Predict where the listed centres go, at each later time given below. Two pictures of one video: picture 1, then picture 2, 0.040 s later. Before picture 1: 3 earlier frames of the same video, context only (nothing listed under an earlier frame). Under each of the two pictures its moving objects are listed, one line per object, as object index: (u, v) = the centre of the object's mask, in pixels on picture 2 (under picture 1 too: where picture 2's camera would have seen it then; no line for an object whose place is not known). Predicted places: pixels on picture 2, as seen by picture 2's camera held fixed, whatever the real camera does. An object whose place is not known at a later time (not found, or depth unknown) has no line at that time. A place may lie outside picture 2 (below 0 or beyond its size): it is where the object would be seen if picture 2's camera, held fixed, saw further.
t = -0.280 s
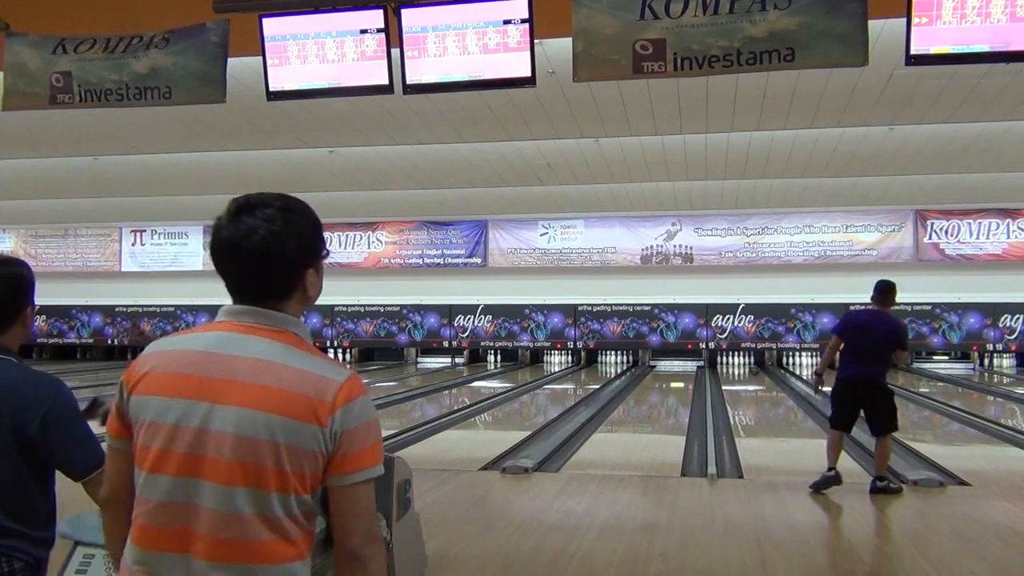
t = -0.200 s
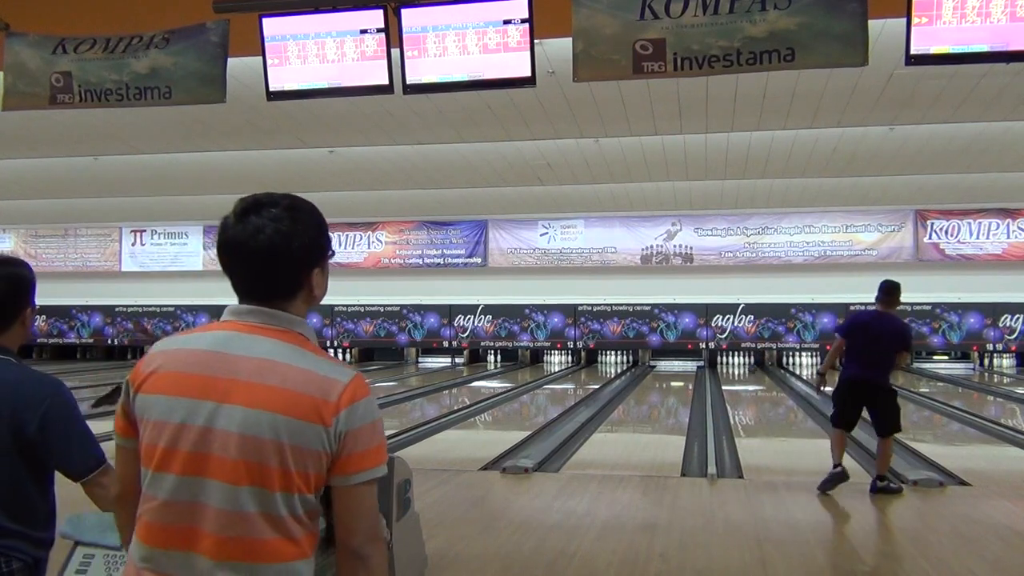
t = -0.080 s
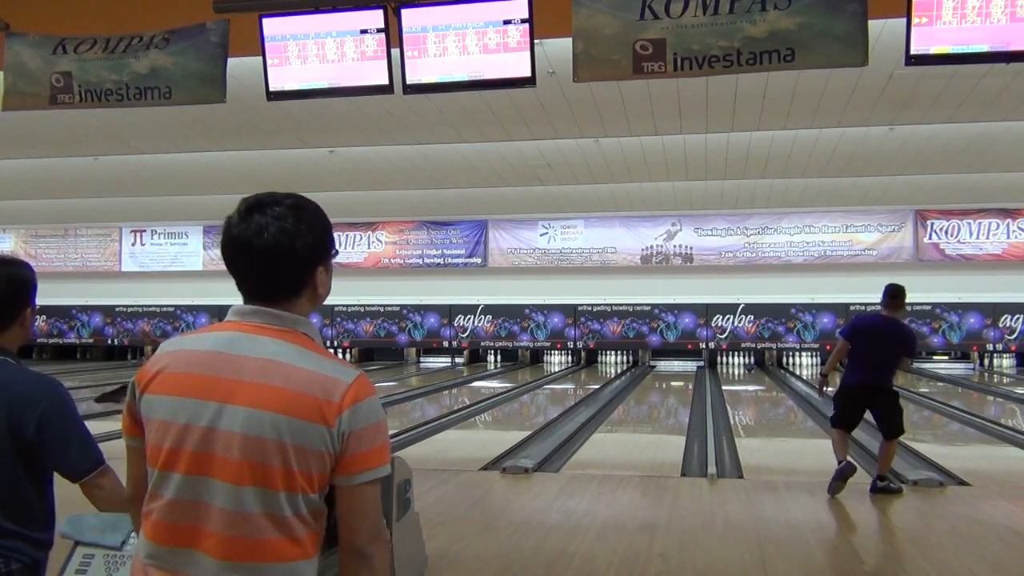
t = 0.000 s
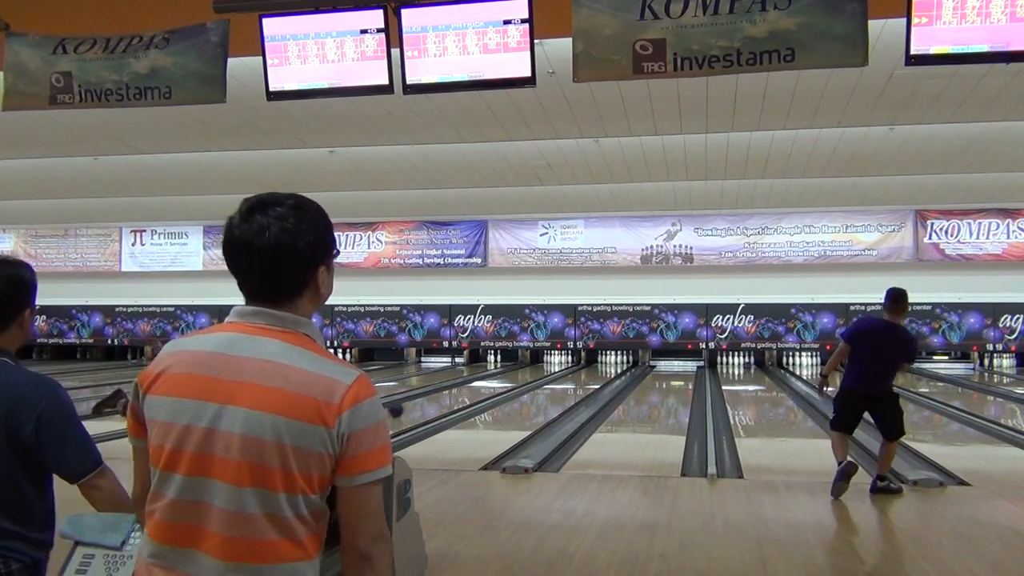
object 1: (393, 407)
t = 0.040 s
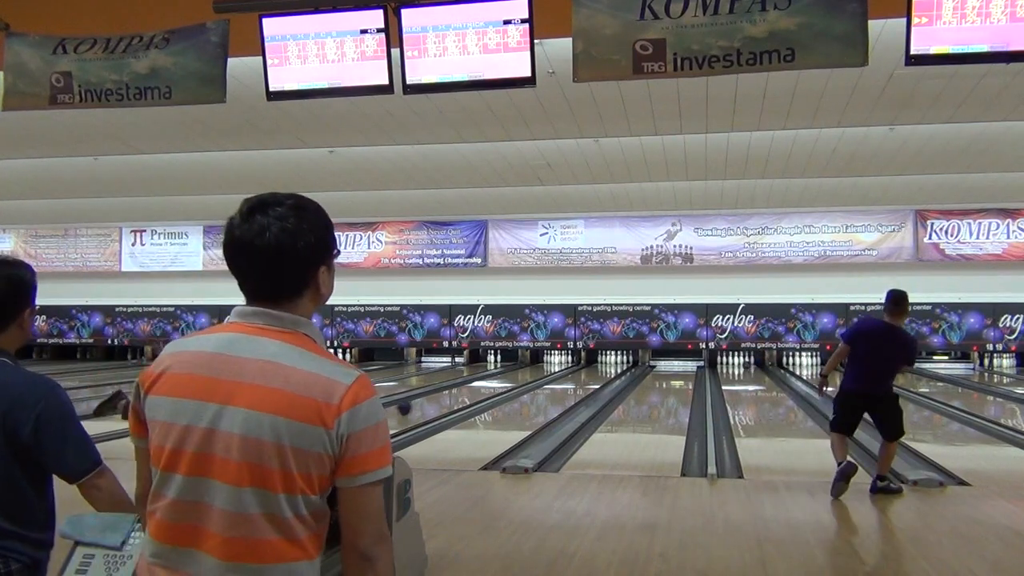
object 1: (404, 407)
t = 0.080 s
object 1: (413, 405)
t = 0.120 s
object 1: (420, 403)
